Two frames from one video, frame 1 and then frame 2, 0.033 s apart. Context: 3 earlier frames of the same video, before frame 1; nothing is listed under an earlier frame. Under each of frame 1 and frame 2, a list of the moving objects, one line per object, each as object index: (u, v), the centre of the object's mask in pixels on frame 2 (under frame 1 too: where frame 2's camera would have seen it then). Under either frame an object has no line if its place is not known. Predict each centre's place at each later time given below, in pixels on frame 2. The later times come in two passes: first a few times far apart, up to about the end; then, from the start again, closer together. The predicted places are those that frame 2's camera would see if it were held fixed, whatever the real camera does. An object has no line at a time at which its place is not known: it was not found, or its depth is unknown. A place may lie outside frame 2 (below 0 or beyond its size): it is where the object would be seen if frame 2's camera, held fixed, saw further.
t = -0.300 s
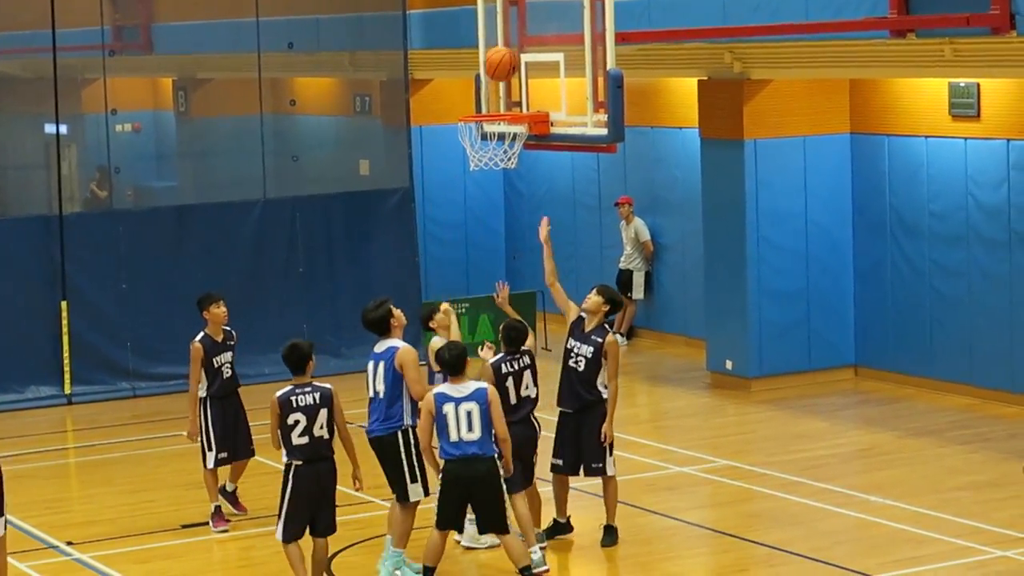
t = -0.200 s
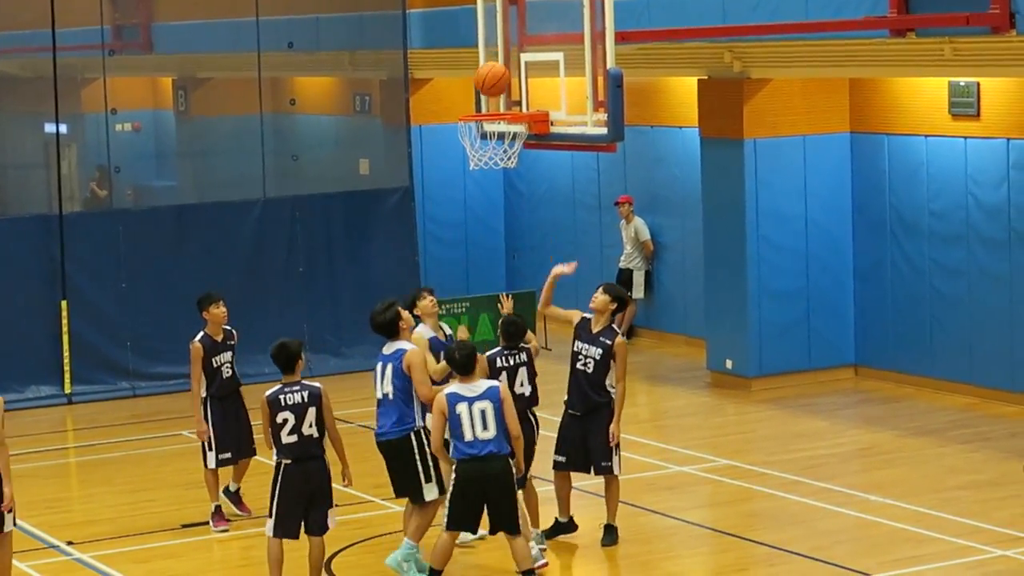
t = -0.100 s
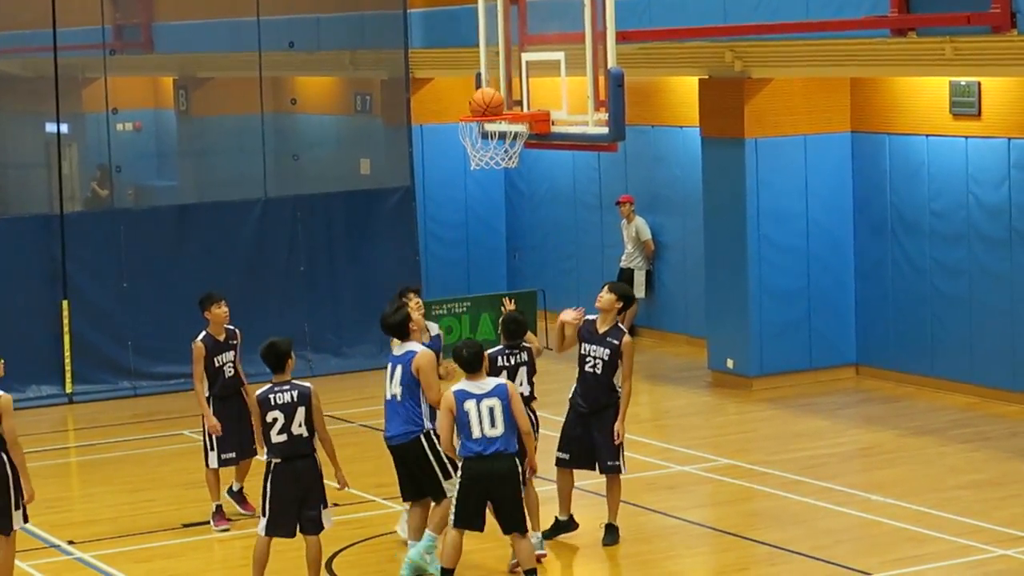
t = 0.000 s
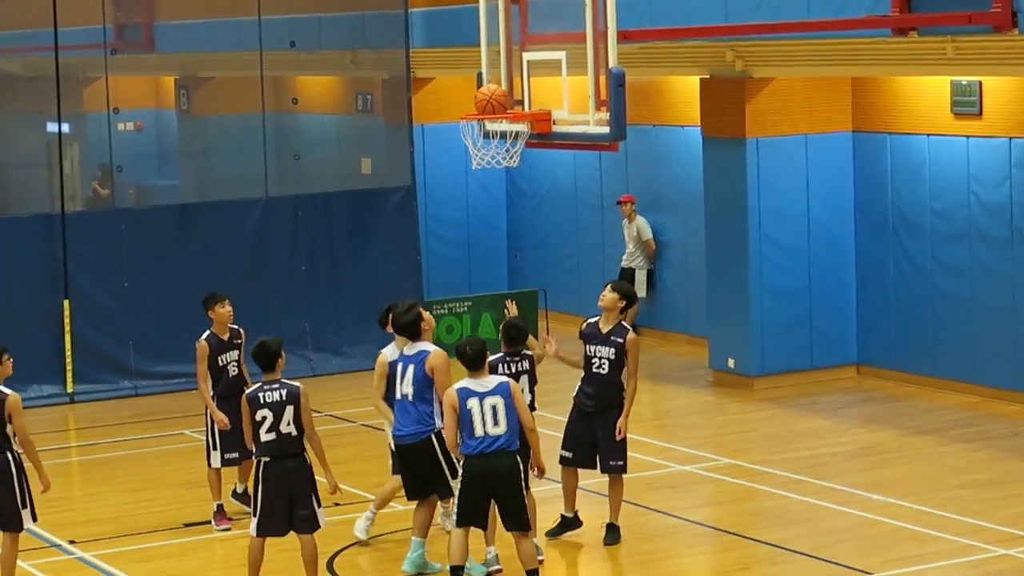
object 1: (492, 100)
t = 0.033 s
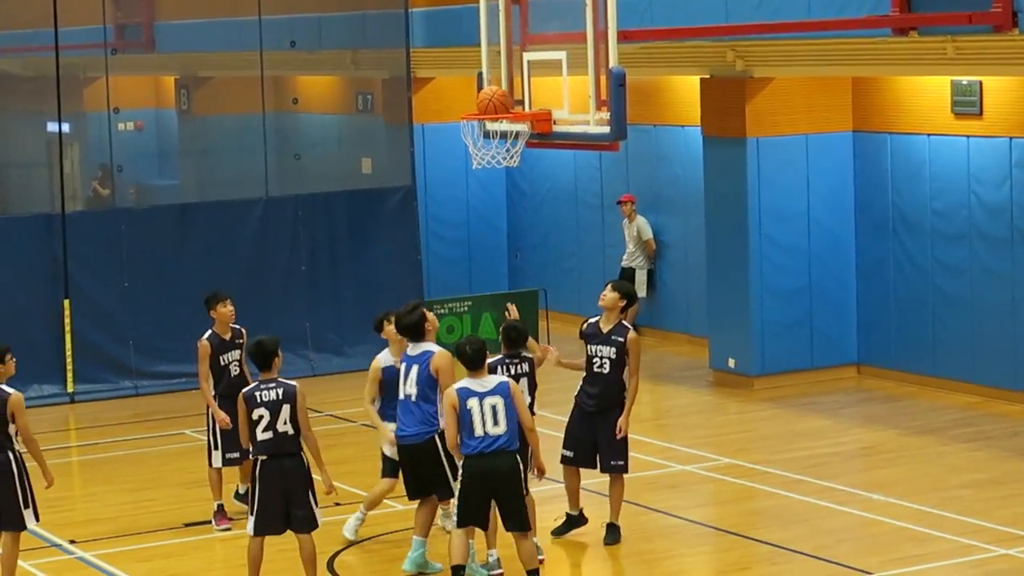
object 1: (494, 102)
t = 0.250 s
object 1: (503, 101)
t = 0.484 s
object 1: (483, 143)
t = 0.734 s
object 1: (467, 241)
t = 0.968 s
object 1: (456, 406)
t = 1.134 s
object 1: (449, 509)
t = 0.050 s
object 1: (494, 103)
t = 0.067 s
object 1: (495, 101)
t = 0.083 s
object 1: (495, 100)
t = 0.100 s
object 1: (496, 99)
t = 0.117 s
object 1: (497, 98)
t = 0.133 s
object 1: (497, 98)
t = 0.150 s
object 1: (498, 97)
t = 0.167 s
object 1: (499, 98)
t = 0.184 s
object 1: (500, 98)
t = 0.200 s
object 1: (501, 99)
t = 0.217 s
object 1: (502, 100)
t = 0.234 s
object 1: (503, 101)
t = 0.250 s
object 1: (503, 101)
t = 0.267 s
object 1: (504, 103)
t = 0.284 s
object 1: (504, 107)
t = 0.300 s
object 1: (503, 109)
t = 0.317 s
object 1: (501, 110)
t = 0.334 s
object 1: (499, 112)
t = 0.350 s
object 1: (497, 114)
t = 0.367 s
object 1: (495, 118)
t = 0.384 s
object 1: (494, 120)
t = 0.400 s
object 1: (493, 122)
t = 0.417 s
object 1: (491, 126)
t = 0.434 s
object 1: (490, 132)
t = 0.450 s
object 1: (488, 134)
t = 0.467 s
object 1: (486, 137)
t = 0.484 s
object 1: (483, 143)
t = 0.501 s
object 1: (482, 147)
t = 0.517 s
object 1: (481, 151)
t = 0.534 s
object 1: (480, 156)
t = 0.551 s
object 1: (479, 161)
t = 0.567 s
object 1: (479, 168)
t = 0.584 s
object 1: (477, 172)
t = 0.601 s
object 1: (475, 178)
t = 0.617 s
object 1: (474, 185)
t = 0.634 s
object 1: (473, 191)
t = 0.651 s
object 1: (472, 198)
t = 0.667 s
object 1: (471, 206)
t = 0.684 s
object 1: (470, 214)
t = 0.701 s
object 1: (469, 223)
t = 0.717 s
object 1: (468, 231)
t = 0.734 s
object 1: (467, 241)
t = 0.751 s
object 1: (466, 250)
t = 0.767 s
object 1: (466, 260)
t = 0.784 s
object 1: (464, 270)
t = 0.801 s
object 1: (464, 281)
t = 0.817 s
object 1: (463, 291)
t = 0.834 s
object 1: (462, 303)
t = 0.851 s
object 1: (461, 315)
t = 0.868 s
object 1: (460, 327)
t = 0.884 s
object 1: (459, 339)
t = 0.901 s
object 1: (459, 351)
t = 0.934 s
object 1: (458, 378)
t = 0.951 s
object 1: (457, 391)
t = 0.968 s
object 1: (456, 406)
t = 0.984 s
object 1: (455, 420)
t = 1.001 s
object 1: (454, 434)
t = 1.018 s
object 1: (454, 449)
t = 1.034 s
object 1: (453, 465)
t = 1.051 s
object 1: (452, 481)
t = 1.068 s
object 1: (452, 497)
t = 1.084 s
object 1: (451, 513)
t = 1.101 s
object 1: (450, 530)
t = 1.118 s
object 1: (449, 521)
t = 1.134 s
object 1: (449, 509)
